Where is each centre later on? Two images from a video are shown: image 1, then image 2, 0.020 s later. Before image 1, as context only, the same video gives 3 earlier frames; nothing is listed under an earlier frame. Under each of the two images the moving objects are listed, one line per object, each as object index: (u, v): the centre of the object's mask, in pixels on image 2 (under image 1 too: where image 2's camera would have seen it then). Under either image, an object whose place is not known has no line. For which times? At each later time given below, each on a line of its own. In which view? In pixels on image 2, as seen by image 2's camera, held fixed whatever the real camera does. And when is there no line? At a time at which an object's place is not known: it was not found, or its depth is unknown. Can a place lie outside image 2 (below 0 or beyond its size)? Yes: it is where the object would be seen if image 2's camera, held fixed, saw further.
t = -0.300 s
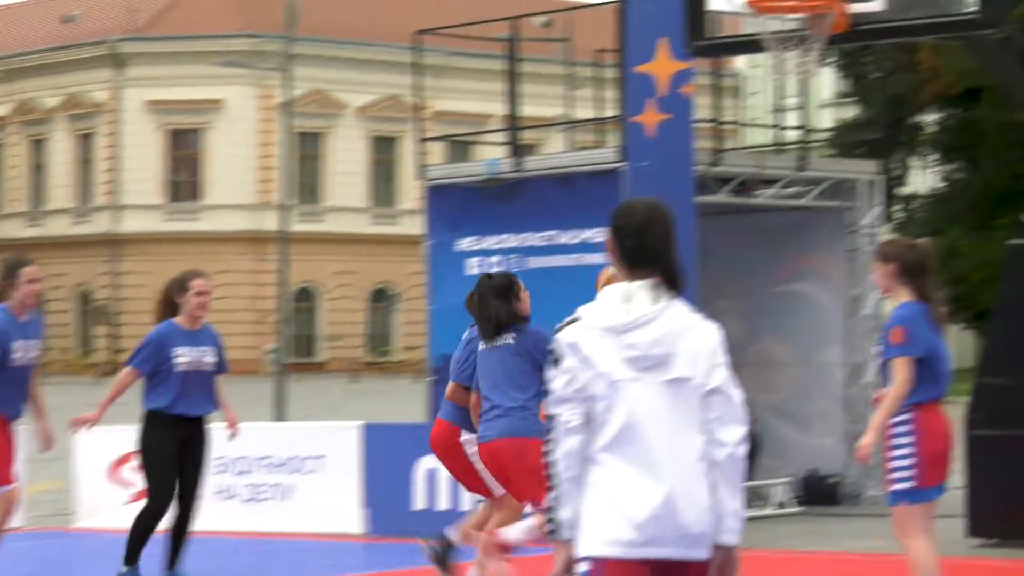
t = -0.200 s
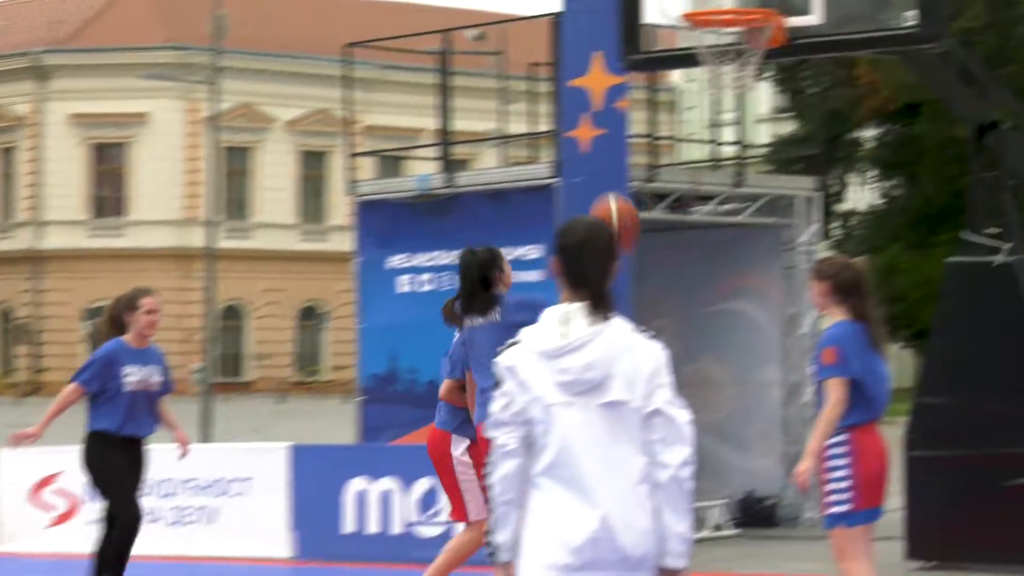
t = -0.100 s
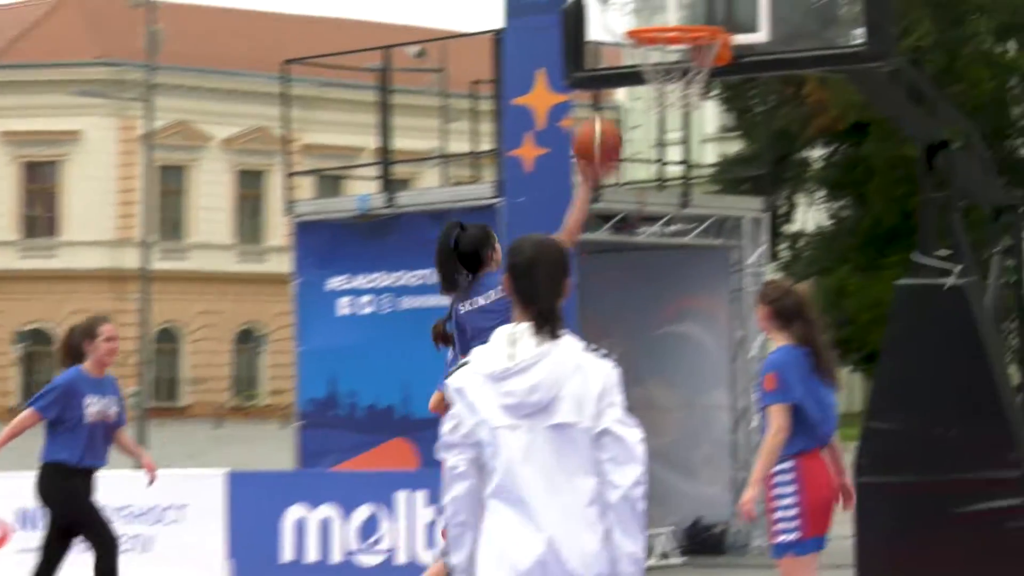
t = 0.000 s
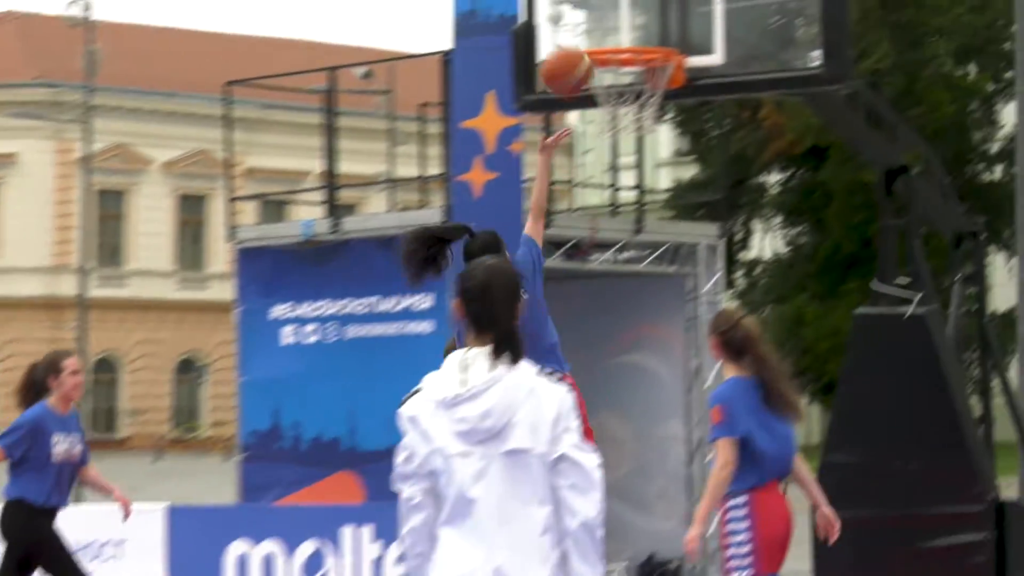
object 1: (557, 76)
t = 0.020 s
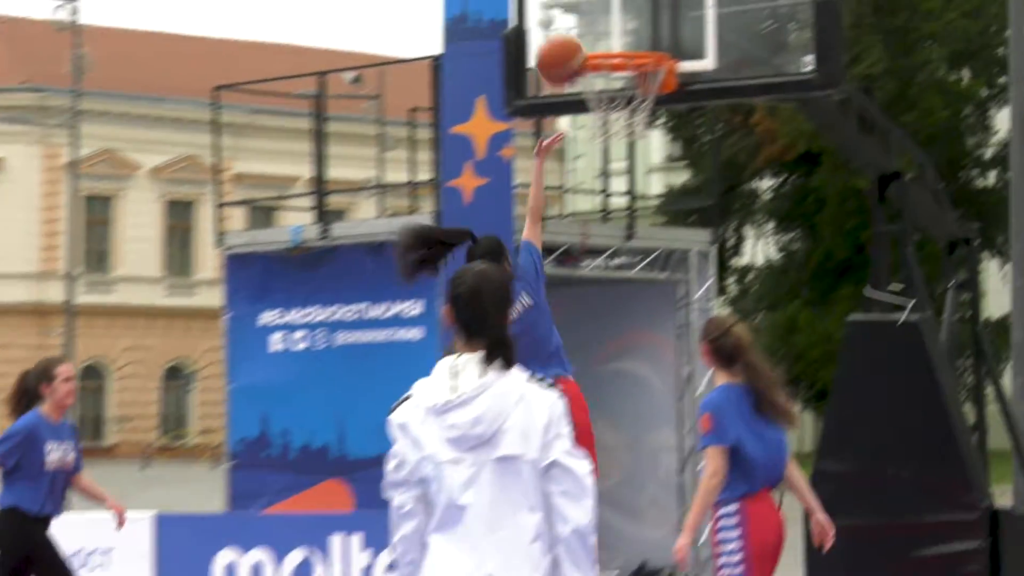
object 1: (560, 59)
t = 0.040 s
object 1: (564, 45)
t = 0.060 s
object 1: (568, 30)
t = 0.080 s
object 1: (571, 18)
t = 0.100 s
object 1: (575, 7)
